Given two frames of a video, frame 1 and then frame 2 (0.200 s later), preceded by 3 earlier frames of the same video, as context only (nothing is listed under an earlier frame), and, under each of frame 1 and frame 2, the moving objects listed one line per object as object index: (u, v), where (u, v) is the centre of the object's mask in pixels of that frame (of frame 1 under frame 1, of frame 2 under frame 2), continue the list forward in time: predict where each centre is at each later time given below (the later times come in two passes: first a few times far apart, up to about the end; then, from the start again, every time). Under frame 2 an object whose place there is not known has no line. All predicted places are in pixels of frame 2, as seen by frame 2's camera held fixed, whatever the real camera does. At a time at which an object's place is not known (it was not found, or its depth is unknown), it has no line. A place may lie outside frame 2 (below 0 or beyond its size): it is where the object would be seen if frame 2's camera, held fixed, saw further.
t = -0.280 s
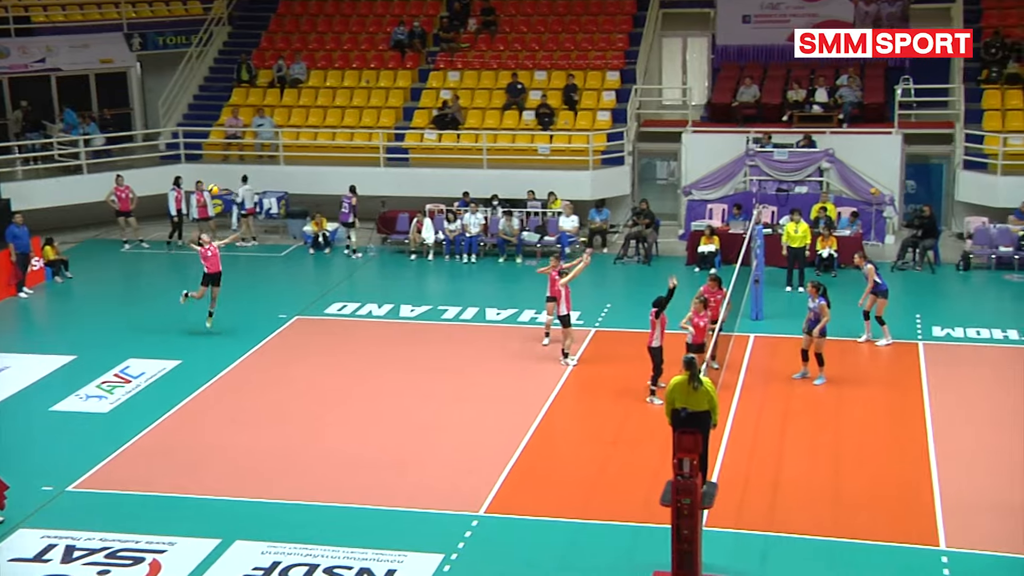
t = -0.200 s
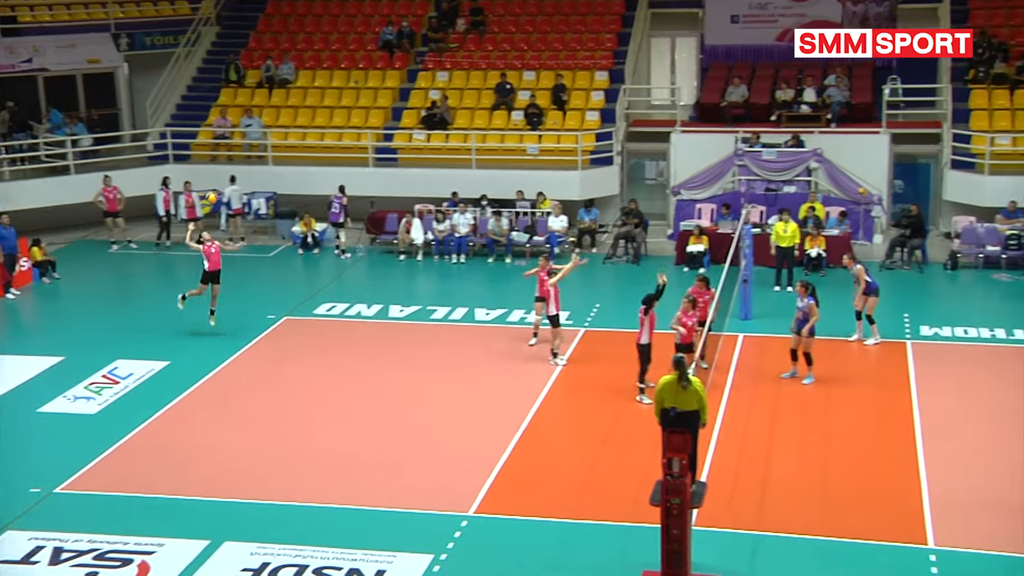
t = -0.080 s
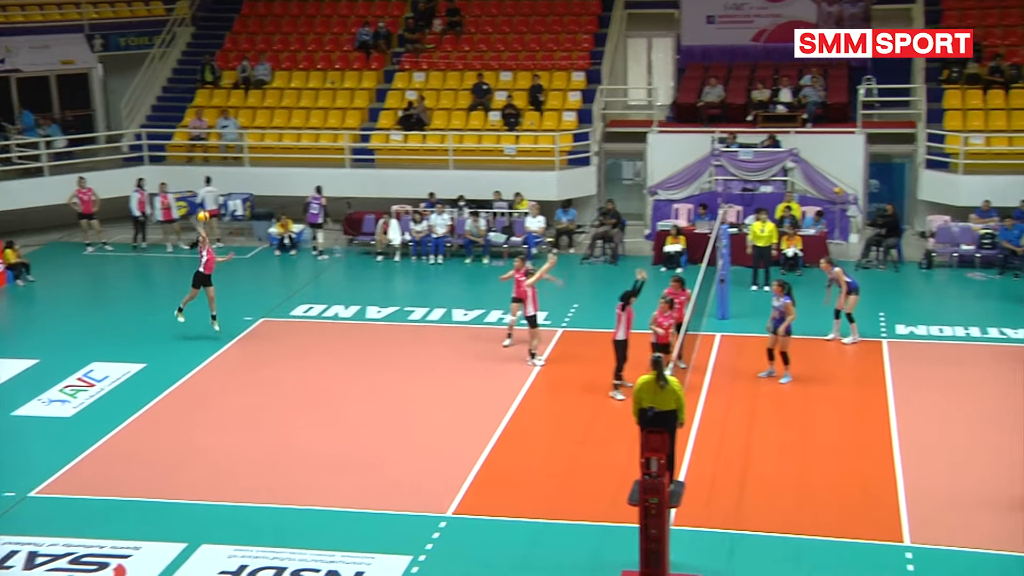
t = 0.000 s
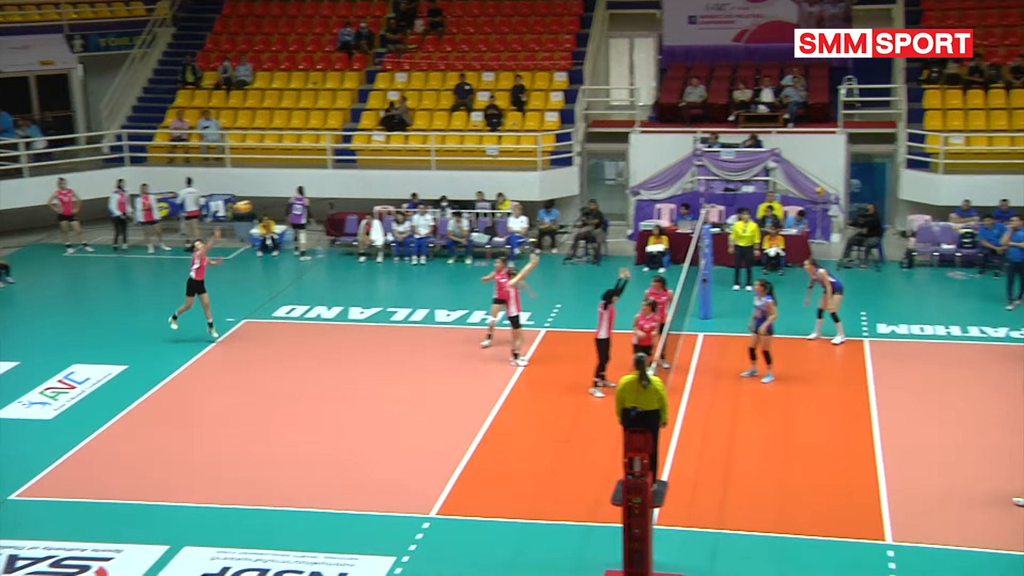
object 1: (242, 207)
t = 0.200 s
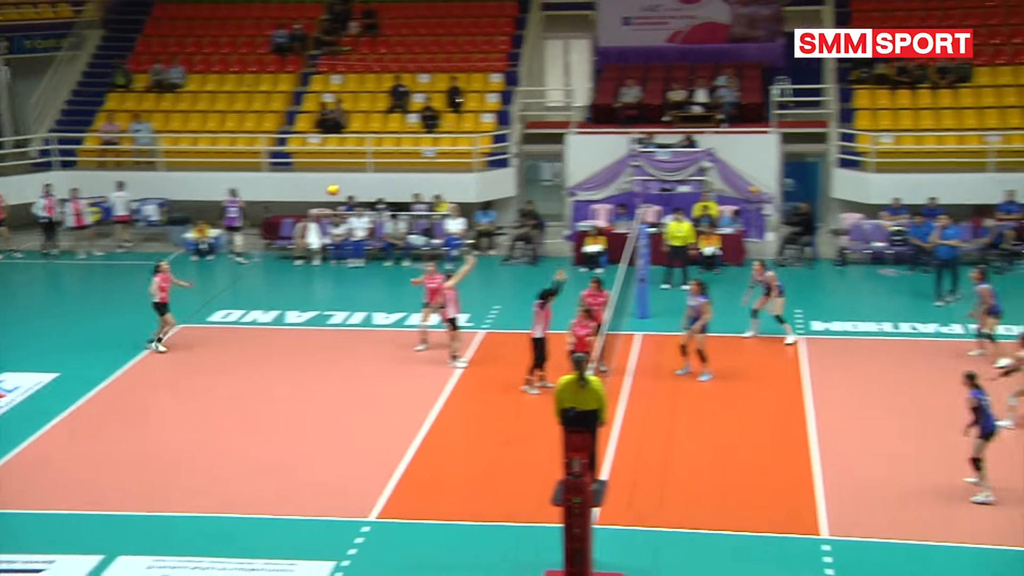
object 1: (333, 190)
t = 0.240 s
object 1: (364, 188)
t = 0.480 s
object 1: (557, 198)
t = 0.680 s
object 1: (723, 227)
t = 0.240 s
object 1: (364, 188)
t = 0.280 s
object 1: (396, 187)
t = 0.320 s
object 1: (428, 187)
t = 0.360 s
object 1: (460, 188)
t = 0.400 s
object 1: (492, 191)
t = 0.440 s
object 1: (525, 194)
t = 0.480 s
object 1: (557, 198)
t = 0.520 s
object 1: (590, 203)
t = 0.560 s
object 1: (623, 209)
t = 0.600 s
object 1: (656, 214)
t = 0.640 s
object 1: (689, 221)
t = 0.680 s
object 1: (723, 227)
